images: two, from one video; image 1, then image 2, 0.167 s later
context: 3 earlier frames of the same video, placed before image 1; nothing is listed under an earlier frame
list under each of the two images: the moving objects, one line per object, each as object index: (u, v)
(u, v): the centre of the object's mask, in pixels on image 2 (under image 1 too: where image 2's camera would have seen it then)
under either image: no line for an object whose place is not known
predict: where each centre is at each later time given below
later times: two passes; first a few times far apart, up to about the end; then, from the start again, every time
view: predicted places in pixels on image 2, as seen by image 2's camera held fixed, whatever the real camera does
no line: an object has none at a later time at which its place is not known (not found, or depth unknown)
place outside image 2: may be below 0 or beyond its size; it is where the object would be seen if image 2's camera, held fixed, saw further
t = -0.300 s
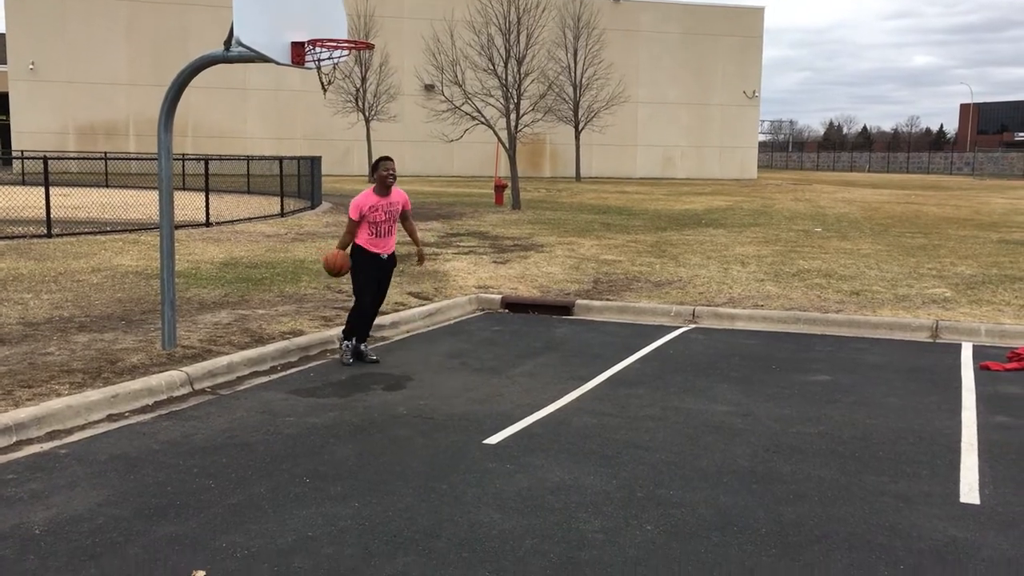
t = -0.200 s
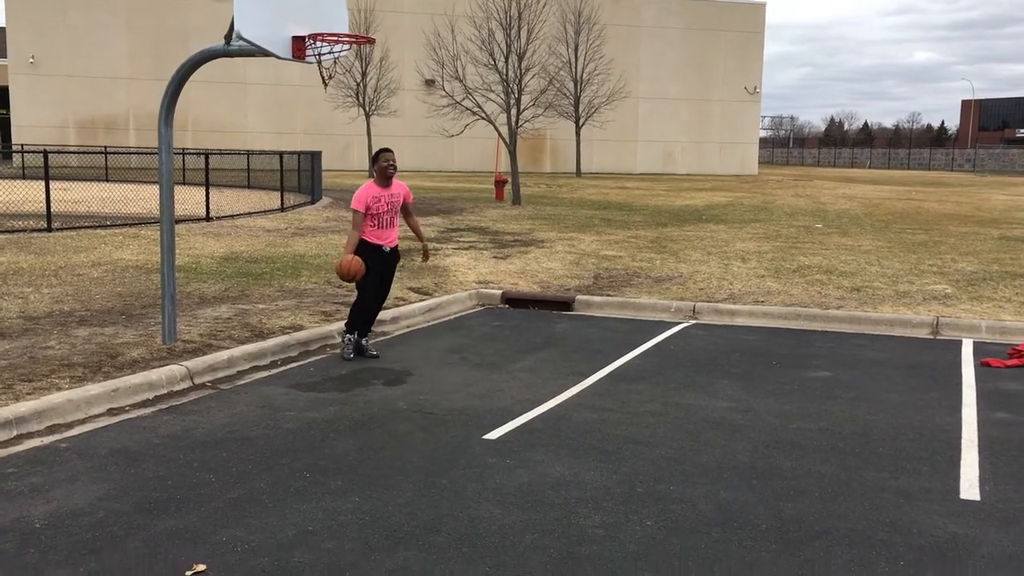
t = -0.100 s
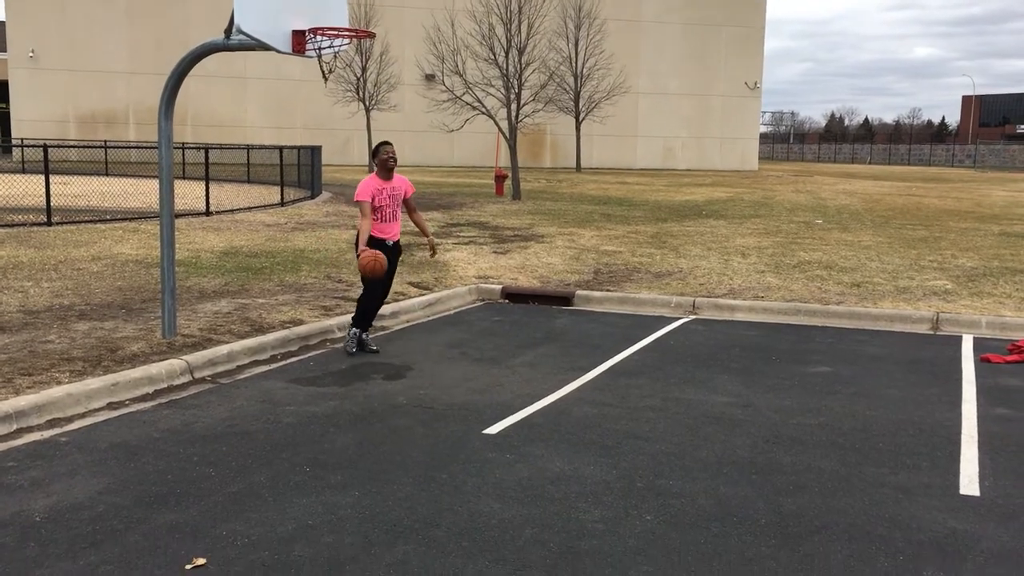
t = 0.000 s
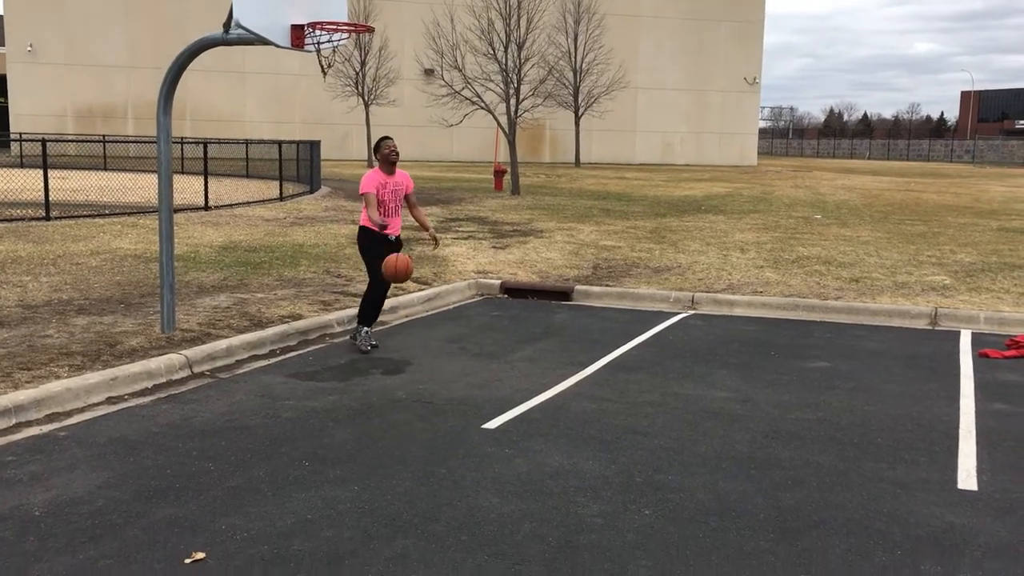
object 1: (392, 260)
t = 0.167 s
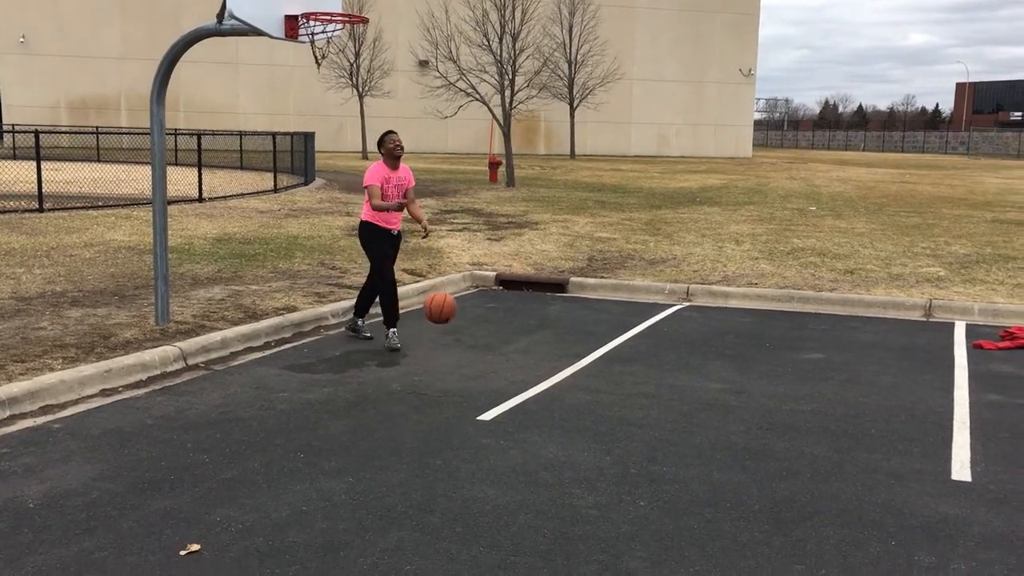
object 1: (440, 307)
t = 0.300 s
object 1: (482, 377)
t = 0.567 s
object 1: (545, 344)
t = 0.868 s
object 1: (630, 422)
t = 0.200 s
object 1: (450, 322)
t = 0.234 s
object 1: (460, 338)
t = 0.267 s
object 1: (471, 357)
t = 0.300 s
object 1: (482, 377)
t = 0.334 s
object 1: (491, 388)
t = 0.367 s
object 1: (498, 377)
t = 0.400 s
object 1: (506, 367)
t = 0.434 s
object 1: (514, 360)
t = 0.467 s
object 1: (521, 353)
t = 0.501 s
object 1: (529, 348)
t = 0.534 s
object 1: (537, 345)
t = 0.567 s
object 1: (545, 344)
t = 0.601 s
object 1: (553, 344)
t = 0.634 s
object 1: (562, 346)
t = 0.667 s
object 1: (572, 351)
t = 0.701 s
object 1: (580, 358)
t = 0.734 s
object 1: (589, 366)
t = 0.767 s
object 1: (599, 376)
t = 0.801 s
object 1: (608, 389)
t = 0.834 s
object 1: (619, 404)
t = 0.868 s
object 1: (630, 422)
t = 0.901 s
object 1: (640, 442)
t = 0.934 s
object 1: (651, 459)
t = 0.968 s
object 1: (662, 450)
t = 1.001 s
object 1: (674, 444)
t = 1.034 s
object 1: (686, 439)
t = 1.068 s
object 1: (699, 437)
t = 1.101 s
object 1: (712, 436)
